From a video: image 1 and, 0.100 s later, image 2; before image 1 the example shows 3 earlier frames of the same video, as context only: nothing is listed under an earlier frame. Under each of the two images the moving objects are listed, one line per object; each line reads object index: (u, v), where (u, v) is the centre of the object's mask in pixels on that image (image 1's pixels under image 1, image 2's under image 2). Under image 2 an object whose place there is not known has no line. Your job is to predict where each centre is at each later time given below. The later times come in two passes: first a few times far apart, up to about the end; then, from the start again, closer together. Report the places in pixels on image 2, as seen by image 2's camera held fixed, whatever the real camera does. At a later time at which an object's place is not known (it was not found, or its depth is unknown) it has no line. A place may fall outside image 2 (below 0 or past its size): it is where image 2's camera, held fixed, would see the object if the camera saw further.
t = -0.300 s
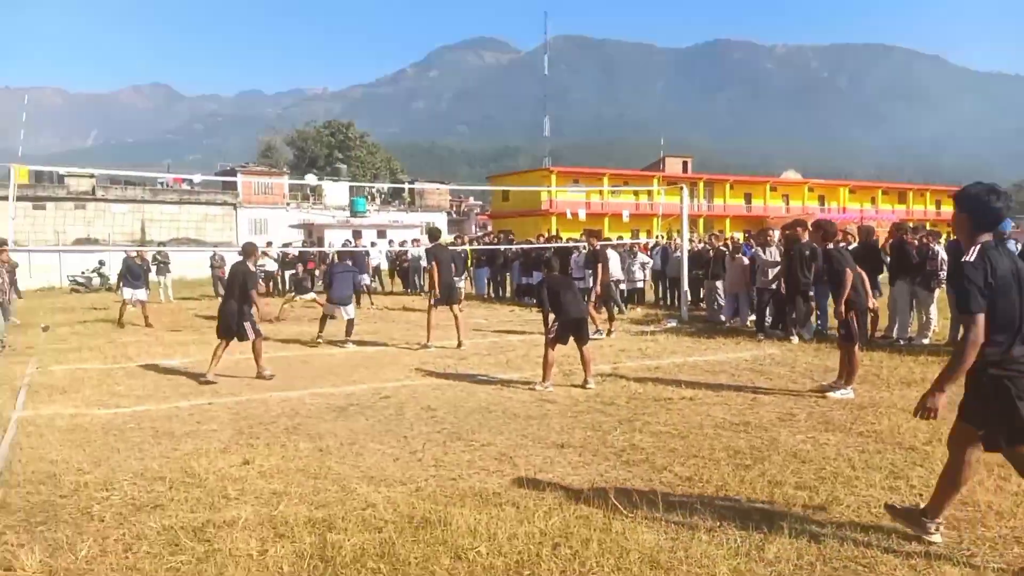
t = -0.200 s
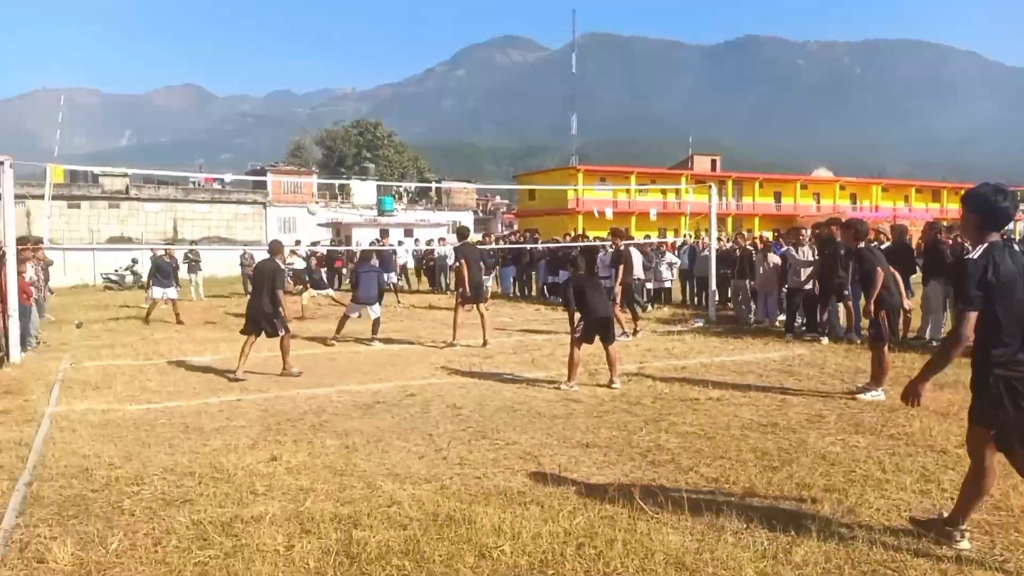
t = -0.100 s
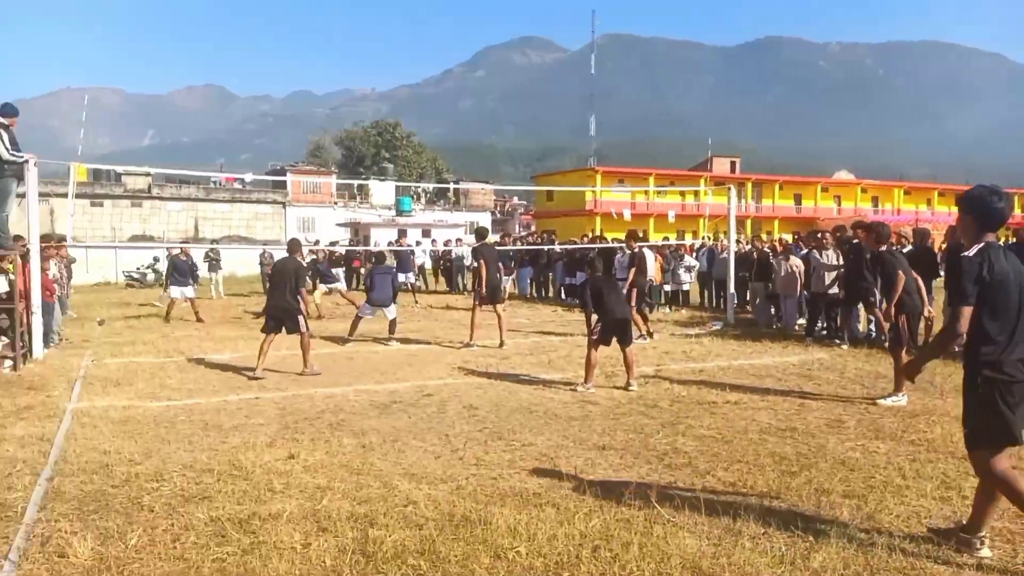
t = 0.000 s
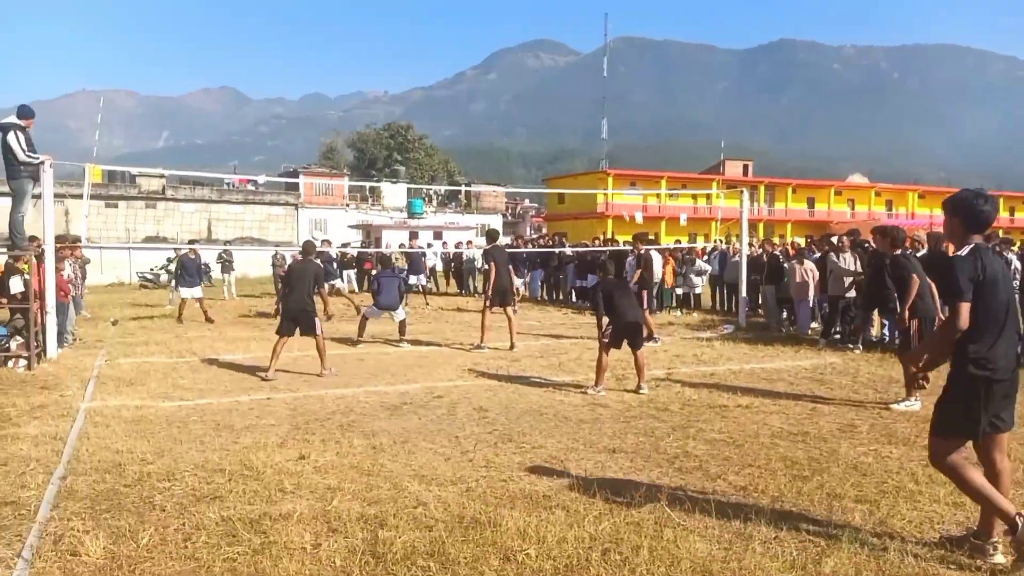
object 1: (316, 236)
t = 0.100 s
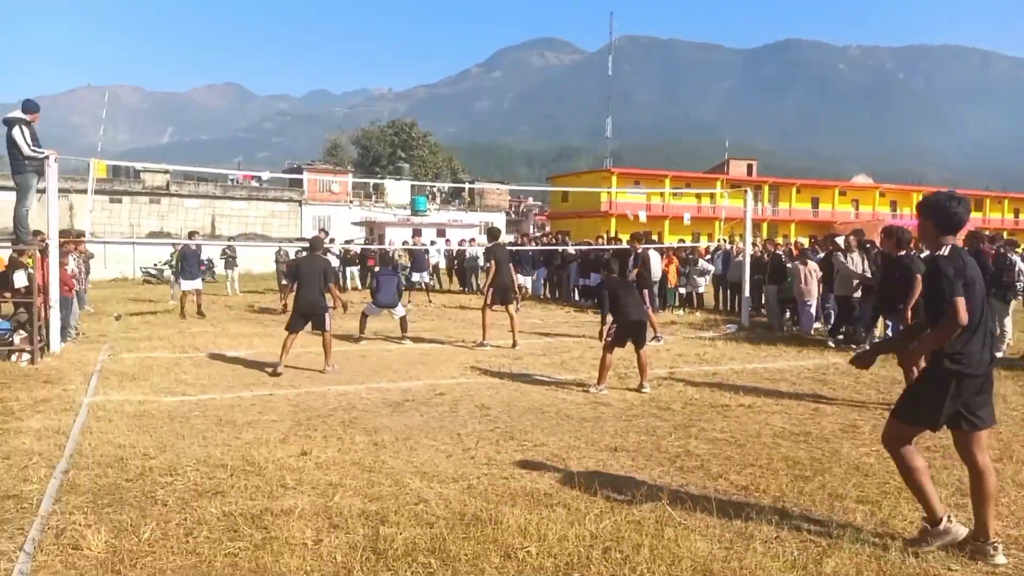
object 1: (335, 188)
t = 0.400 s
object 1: (380, 93)
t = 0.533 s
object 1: (398, 67)
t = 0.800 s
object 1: (436, 44)
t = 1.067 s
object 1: (472, 58)
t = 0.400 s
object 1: (380, 93)
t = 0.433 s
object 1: (384, 86)
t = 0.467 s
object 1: (388, 79)
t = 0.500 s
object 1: (393, 73)
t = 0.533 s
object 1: (398, 67)
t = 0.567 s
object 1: (402, 62)
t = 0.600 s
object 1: (407, 57)
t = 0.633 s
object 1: (412, 54)
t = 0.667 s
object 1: (417, 51)
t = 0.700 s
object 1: (422, 48)
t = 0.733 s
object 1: (426, 46)
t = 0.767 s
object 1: (431, 45)
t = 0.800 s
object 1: (436, 44)
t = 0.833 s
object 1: (440, 43)
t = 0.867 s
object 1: (445, 44)
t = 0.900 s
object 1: (450, 44)
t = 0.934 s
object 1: (454, 46)
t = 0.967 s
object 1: (459, 48)
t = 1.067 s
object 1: (472, 58)
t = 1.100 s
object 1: (477, 62)
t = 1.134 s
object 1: (481, 67)
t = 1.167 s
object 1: (486, 72)
